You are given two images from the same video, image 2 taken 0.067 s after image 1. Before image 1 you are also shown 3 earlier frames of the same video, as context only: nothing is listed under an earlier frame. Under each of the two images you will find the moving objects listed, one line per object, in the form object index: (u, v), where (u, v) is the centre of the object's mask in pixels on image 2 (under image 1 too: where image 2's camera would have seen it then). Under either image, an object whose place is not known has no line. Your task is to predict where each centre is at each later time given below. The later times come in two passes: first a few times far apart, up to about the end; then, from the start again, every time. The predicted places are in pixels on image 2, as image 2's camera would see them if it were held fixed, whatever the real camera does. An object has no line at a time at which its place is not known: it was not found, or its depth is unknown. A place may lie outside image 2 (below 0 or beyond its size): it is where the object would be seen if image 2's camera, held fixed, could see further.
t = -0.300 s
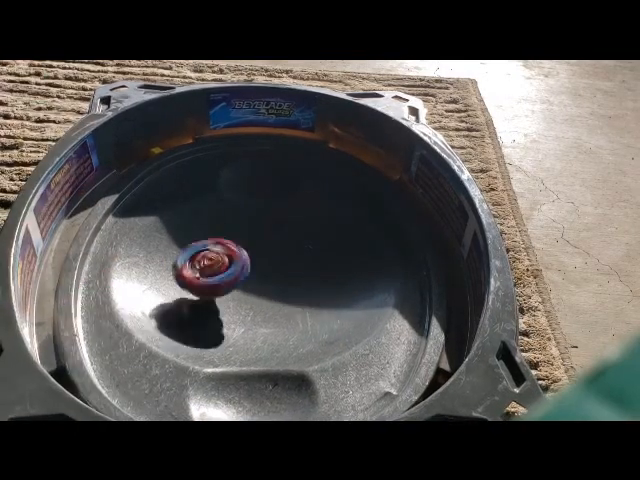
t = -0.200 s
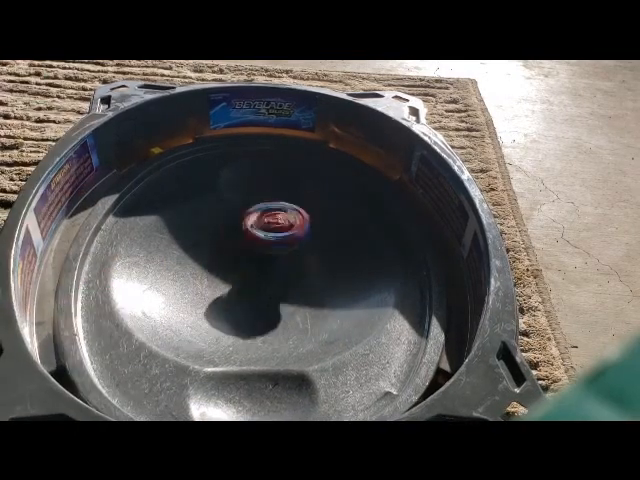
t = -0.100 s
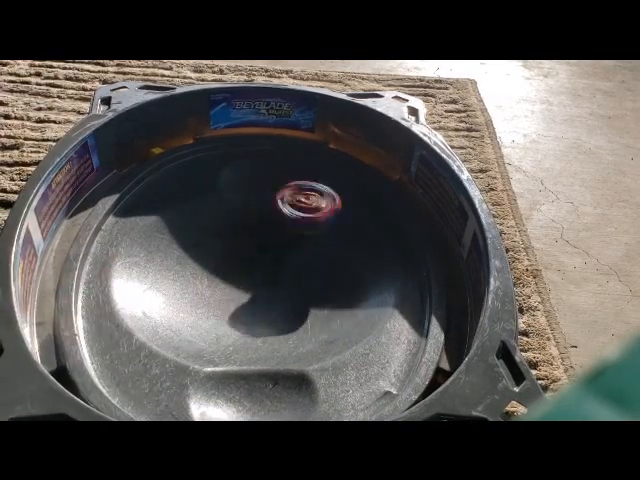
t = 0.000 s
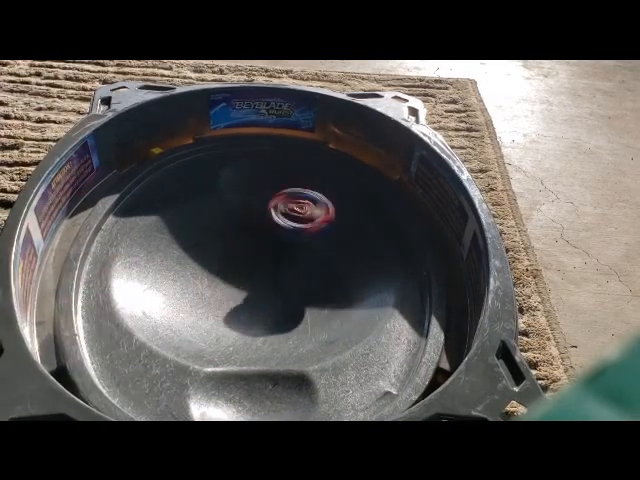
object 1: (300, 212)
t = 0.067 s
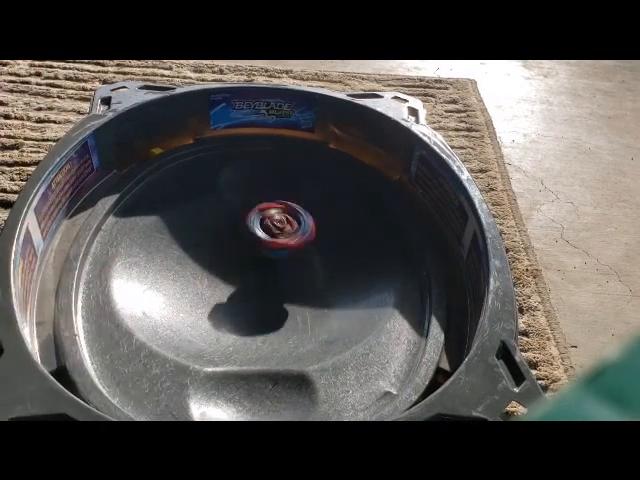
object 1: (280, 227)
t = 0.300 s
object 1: (246, 272)
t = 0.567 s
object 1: (305, 262)
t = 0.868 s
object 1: (272, 271)
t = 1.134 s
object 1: (294, 268)
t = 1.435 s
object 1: (266, 281)
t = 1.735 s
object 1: (257, 275)
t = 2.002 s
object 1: (250, 282)
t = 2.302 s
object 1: (243, 267)
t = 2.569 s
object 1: (244, 257)
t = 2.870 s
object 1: (228, 263)
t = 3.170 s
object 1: (264, 262)
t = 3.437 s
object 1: (263, 251)
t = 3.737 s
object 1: (260, 264)
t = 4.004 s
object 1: (274, 274)
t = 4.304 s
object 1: (285, 264)
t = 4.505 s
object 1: (250, 275)
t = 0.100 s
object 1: (266, 233)
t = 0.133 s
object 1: (255, 239)
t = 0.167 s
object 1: (246, 244)
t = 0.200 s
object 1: (243, 252)
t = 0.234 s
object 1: (241, 261)
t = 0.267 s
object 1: (244, 266)
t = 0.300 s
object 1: (246, 272)
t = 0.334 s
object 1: (251, 274)
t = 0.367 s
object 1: (254, 275)
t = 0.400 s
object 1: (260, 274)
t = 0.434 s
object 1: (268, 273)
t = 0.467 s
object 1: (278, 272)
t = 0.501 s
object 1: (290, 269)
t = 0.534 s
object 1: (297, 267)
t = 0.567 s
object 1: (305, 262)
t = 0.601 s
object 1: (307, 255)
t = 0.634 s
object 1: (302, 252)
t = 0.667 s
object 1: (297, 248)
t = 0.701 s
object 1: (289, 246)
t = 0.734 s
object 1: (282, 247)
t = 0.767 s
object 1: (278, 251)
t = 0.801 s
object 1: (275, 256)
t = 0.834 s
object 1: (274, 263)
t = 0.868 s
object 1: (272, 271)
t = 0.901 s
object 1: (272, 274)
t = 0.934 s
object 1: (275, 275)
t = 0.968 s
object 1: (280, 276)
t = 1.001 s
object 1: (286, 276)
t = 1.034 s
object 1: (291, 272)
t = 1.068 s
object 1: (295, 271)
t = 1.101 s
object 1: (296, 270)
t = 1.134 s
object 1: (294, 268)
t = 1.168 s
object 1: (292, 266)
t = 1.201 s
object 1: (288, 266)
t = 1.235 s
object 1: (282, 266)
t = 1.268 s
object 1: (276, 265)
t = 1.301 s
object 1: (272, 264)
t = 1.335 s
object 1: (269, 267)
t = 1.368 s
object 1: (266, 271)
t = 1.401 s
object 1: (265, 276)
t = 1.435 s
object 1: (266, 281)
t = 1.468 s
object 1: (266, 284)
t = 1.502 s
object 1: (267, 286)
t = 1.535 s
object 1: (268, 287)
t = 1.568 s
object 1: (266, 286)
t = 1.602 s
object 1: (265, 285)
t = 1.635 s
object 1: (263, 282)
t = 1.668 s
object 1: (261, 280)
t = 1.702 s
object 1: (259, 277)
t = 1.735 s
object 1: (257, 275)
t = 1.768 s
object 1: (256, 273)
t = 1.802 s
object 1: (259, 273)
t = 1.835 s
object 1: (261, 275)
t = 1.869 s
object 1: (263, 277)
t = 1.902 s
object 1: (267, 280)
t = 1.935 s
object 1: (265, 281)
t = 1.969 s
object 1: (258, 281)
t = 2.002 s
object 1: (250, 282)
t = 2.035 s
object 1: (244, 280)
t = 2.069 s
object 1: (241, 276)
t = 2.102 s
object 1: (237, 271)
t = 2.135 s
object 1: (239, 265)
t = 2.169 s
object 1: (245, 263)
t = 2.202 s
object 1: (249, 262)
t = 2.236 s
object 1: (247, 262)
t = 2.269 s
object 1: (246, 265)
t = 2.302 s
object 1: (243, 267)
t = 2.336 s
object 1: (241, 271)
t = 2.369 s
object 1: (239, 274)
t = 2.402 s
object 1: (236, 275)
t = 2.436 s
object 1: (232, 274)
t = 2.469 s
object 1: (230, 272)
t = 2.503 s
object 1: (230, 266)
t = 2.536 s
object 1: (236, 261)
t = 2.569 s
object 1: (244, 257)
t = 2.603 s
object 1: (253, 254)
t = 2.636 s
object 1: (259, 254)
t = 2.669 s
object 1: (263, 255)
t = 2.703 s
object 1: (263, 256)
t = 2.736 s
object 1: (259, 257)
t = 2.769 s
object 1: (252, 260)
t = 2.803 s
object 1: (244, 263)
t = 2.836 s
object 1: (233, 263)
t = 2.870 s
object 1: (228, 263)
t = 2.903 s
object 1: (226, 263)
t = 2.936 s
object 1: (230, 264)
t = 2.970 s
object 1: (238, 265)
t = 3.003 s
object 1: (245, 264)
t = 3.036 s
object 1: (253, 263)
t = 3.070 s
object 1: (257, 261)
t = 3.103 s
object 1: (261, 262)
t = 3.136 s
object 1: (265, 261)
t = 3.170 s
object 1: (264, 262)
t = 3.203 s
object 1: (262, 262)
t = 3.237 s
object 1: (259, 262)
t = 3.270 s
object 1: (251, 263)
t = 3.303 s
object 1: (247, 259)
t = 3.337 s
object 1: (247, 256)
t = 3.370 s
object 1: (251, 252)
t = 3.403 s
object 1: (257, 252)
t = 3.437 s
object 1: (263, 251)
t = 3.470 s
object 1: (271, 253)
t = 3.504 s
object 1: (274, 256)
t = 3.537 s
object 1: (275, 261)
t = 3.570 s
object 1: (274, 267)
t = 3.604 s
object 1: (270, 270)
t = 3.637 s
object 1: (266, 272)
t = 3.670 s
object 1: (262, 271)
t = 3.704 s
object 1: (259, 268)
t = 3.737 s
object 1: (260, 264)
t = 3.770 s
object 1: (264, 260)
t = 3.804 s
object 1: (269, 259)
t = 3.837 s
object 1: (276, 259)
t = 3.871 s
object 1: (282, 261)
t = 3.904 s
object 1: (286, 263)
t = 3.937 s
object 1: (286, 267)
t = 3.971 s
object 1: (281, 270)
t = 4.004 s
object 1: (274, 274)
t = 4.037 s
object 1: (264, 274)
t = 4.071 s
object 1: (258, 272)
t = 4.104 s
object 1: (255, 269)
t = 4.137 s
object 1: (257, 266)
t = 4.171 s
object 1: (259, 265)
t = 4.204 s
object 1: (265, 264)
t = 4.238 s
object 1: (273, 262)
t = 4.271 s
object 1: (281, 262)
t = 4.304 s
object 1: (285, 264)
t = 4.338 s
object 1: (286, 267)
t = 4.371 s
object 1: (280, 271)
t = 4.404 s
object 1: (273, 274)
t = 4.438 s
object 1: (266, 276)
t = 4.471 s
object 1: (257, 276)
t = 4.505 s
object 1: (250, 275)
